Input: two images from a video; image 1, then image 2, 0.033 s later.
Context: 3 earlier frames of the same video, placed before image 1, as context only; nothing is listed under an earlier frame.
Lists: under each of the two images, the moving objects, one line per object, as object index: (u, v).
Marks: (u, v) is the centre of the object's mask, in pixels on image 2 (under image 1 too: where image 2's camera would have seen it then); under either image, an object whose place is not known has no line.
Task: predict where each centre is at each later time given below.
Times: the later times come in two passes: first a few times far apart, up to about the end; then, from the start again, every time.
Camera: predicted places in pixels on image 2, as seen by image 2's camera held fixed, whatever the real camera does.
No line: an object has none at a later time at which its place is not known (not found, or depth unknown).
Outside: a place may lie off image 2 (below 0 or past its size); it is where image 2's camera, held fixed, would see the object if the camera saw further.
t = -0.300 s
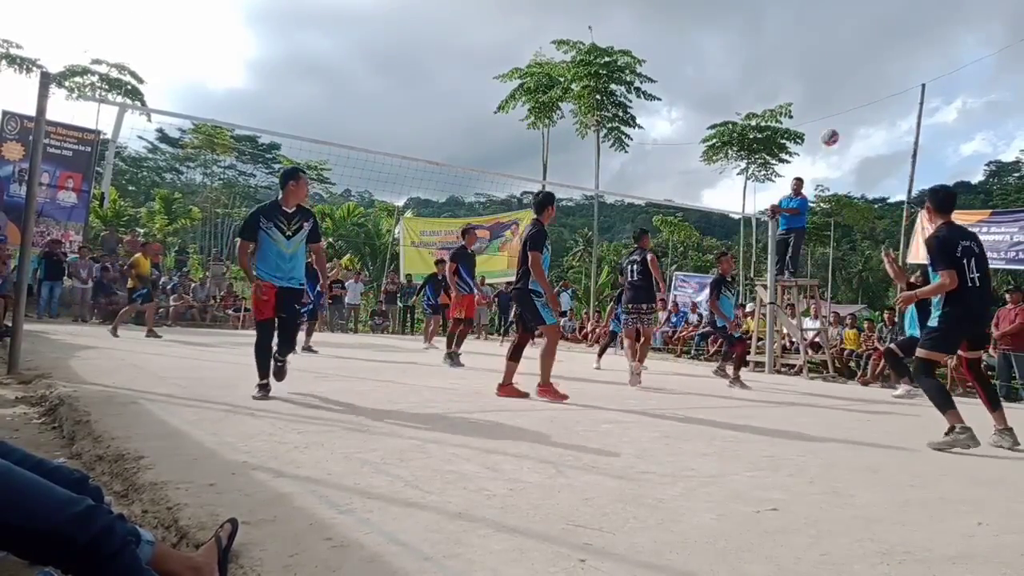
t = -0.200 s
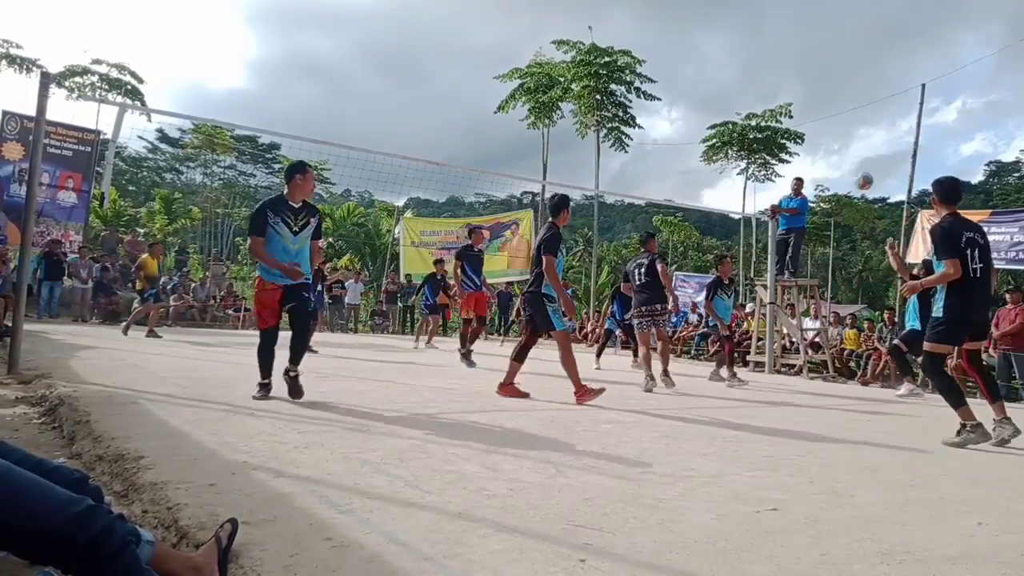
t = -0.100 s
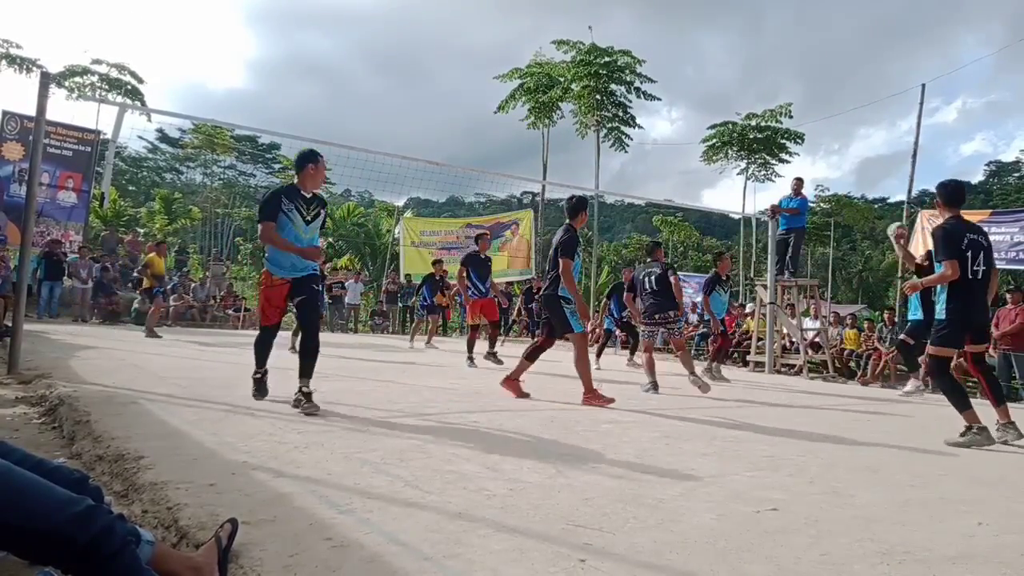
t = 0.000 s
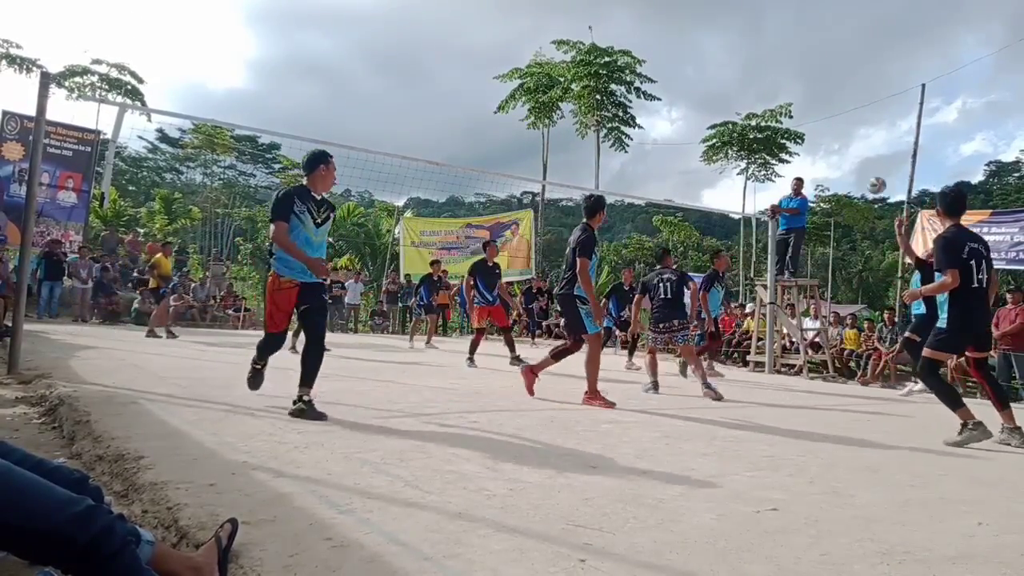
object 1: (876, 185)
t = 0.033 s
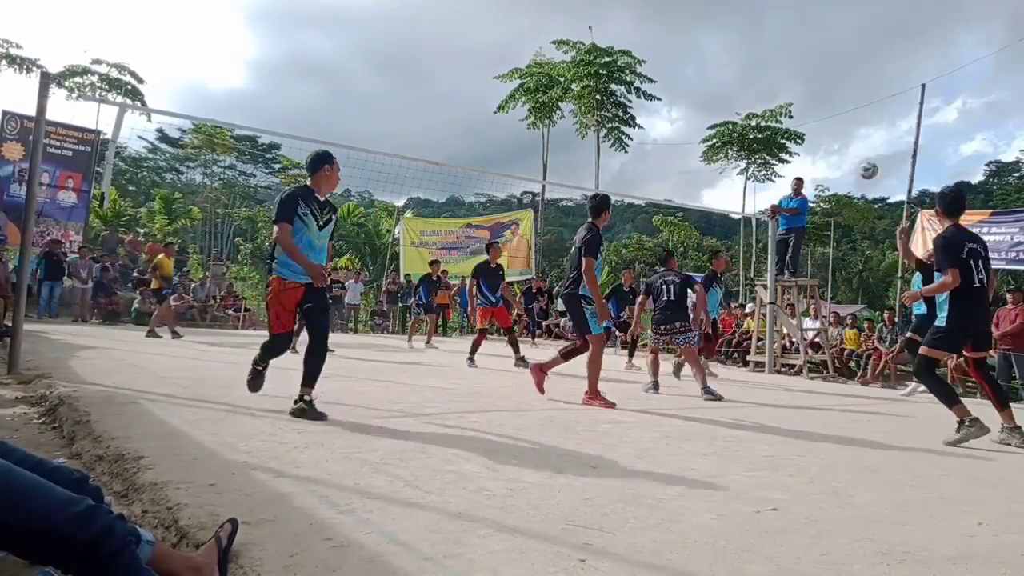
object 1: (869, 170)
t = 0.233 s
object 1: (820, 101)
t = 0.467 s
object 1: (765, 64)
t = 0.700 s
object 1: (710, 70)
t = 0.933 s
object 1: (656, 119)
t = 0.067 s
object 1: (860, 157)
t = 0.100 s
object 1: (852, 144)
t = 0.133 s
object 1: (844, 132)
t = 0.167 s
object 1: (836, 121)
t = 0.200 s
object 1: (828, 111)
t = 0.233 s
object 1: (820, 101)
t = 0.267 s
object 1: (812, 94)
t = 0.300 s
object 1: (804, 86)
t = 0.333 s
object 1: (796, 80)
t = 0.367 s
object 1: (789, 75)
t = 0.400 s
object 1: (781, 70)
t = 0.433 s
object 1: (773, 66)
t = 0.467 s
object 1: (765, 64)
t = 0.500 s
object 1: (758, 62)
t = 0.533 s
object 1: (749, 61)
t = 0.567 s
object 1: (742, 61)
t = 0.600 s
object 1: (734, 62)
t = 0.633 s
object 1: (726, 64)
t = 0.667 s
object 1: (718, 66)
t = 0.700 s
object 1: (710, 70)
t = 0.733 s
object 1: (703, 75)
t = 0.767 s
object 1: (695, 80)
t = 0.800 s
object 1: (687, 86)
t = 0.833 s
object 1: (680, 93)
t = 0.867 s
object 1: (672, 101)
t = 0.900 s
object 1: (664, 110)
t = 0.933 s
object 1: (656, 119)
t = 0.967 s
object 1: (649, 129)
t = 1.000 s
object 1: (641, 140)
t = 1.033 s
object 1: (634, 152)
